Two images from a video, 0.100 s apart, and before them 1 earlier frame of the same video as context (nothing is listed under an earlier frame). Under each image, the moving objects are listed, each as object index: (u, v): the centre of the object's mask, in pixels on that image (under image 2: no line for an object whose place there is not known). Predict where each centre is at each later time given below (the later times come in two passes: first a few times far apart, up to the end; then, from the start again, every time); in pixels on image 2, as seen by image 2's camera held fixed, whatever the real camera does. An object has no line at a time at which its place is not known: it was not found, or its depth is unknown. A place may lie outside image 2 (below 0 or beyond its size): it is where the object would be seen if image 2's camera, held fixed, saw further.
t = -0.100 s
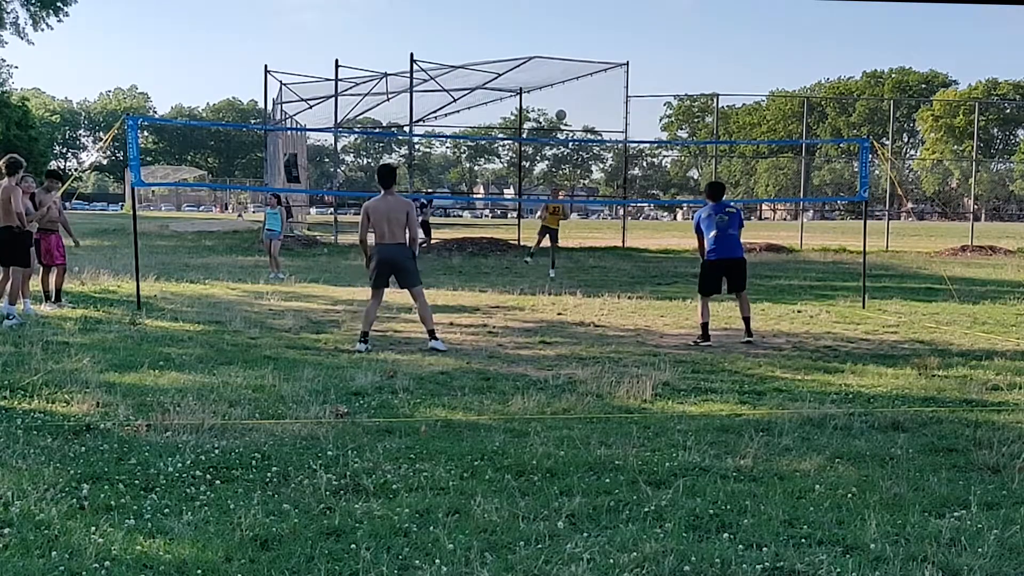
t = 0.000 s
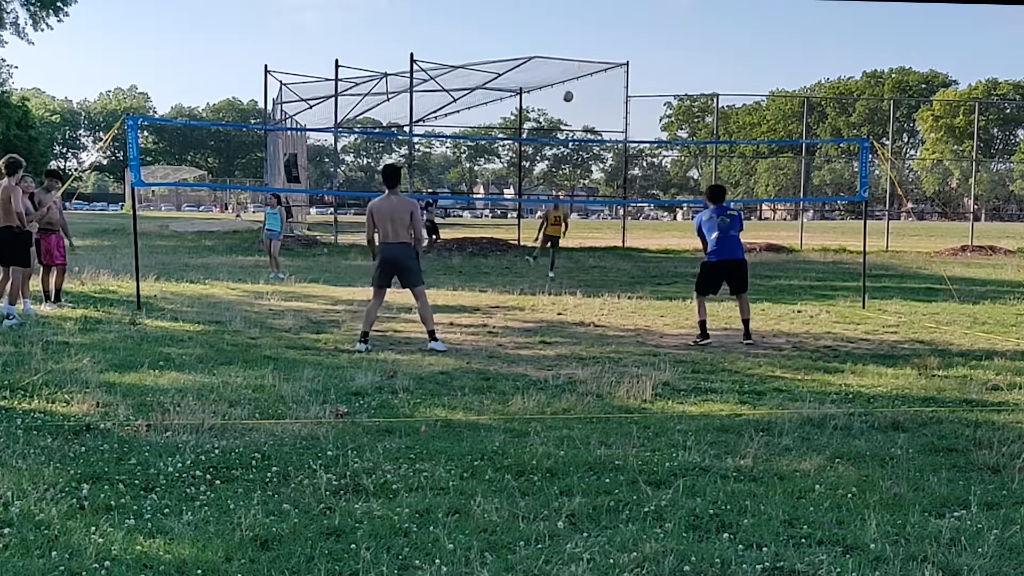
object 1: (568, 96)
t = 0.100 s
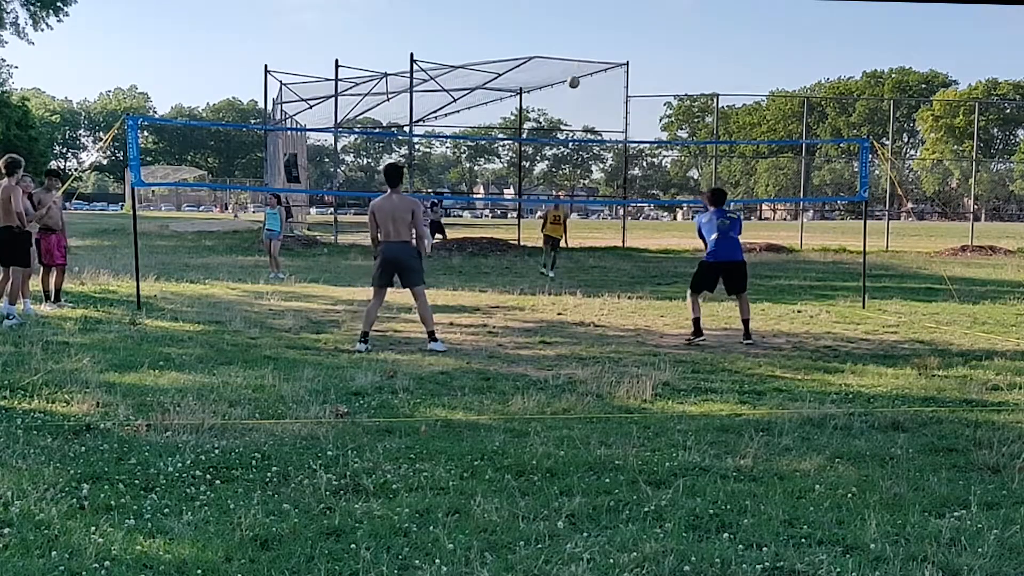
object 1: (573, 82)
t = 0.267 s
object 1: (582, 65)
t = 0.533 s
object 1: (589, 66)
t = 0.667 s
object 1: (585, 87)
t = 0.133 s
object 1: (575, 78)
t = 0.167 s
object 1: (577, 74)
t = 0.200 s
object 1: (579, 70)
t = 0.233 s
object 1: (581, 68)
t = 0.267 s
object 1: (582, 65)
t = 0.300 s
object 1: (584, 63)
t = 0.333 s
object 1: (585, 62)
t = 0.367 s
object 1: (586, 61)
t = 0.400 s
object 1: (588, 60)
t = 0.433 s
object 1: (588, 61)
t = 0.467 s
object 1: (589, 62)
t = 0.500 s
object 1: (589, 63)
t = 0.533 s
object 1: (589, 66)
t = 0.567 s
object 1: (588, 70)
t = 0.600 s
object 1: (587, 74)
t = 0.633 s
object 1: (586, 80)
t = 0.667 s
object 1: (585, 87)
